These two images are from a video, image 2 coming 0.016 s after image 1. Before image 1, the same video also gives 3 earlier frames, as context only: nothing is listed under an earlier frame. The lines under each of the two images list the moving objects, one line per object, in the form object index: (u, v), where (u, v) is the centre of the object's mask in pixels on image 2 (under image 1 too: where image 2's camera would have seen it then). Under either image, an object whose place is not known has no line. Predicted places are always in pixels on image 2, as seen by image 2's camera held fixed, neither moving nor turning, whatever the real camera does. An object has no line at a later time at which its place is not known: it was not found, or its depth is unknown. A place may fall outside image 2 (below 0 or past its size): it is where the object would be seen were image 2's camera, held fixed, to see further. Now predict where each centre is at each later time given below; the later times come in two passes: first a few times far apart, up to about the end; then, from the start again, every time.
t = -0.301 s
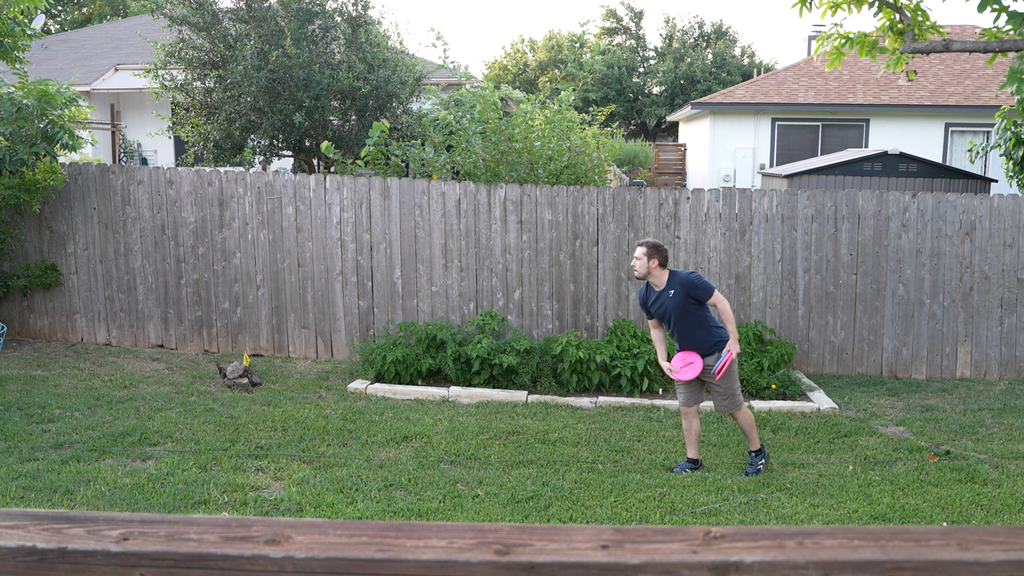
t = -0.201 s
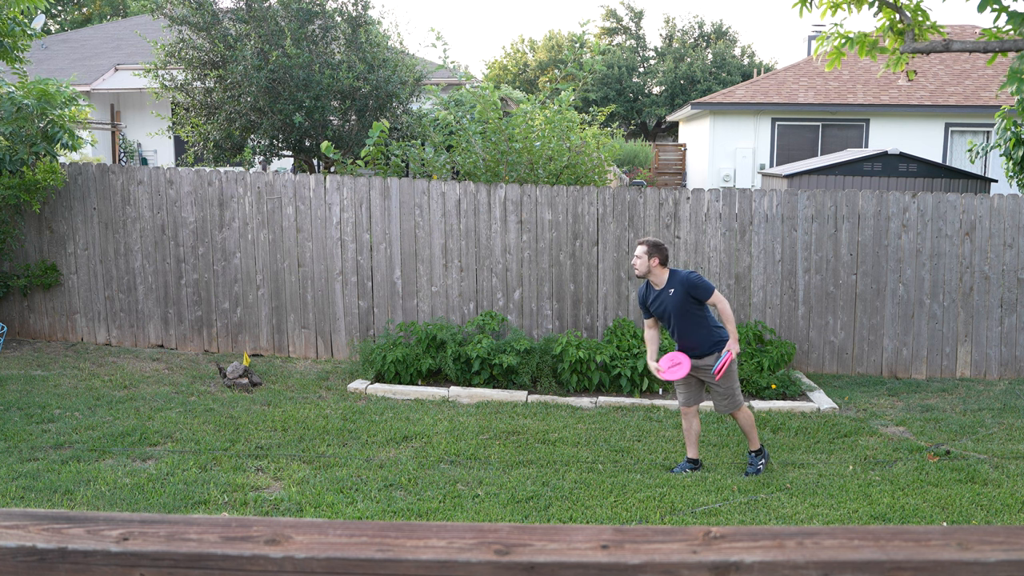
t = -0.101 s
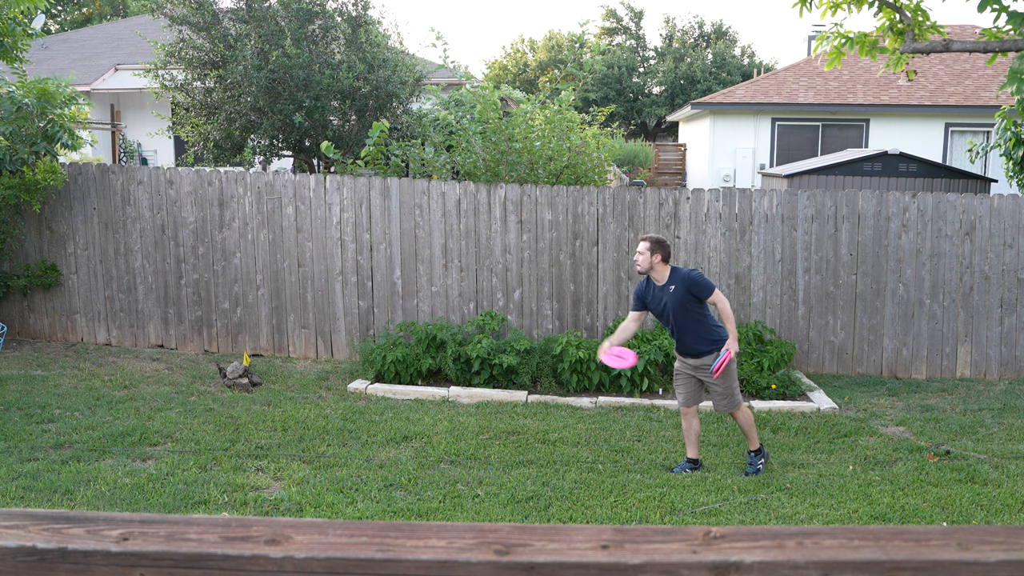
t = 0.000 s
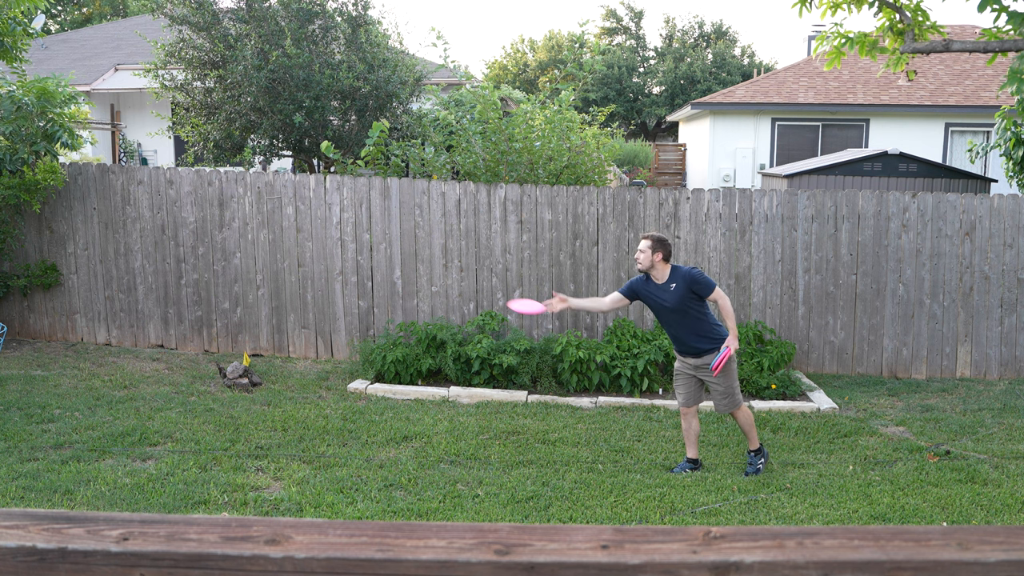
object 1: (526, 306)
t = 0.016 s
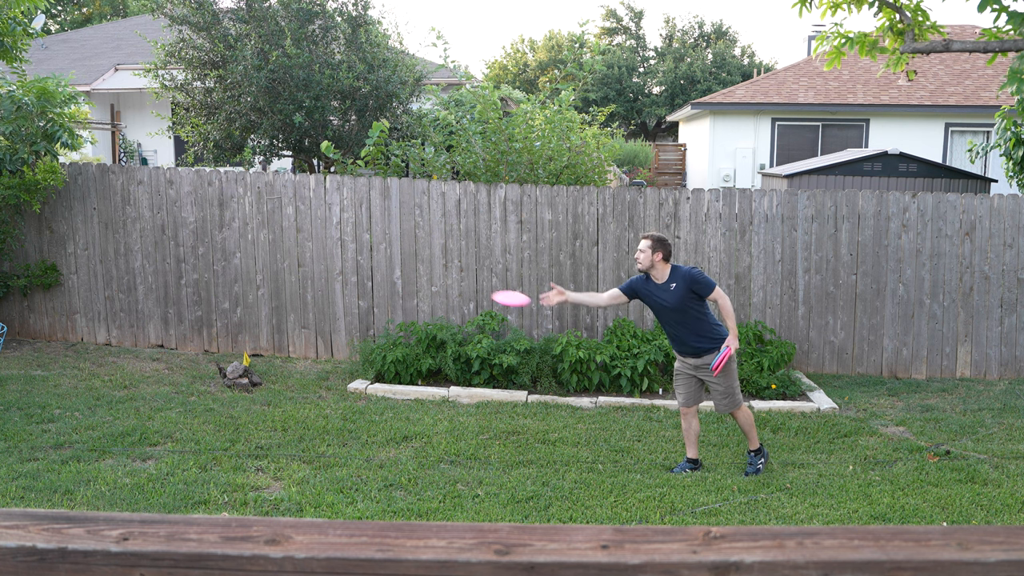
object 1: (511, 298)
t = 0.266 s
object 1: (281, 238)
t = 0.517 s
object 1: (69, 272)
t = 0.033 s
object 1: (495, 291)
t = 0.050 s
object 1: (480, 284)
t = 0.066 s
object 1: (464, 277)
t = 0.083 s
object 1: (448, 271)
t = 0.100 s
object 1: (433, 266)
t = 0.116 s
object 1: (417, 261)
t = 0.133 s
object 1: (402, 256)
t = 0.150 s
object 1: (386, 252)
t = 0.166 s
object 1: (371, 249)
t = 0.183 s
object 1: (356, 246)
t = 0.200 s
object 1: (340, 243)
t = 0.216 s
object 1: (325, 242)
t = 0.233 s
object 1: (310, 240)
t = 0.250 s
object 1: (295, 239)
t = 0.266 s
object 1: (281, 238)
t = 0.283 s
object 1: (265, 238)
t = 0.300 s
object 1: (251, 238)
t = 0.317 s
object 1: (236, 239)
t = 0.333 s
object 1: (222, 240)
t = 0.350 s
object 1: (207, 241)
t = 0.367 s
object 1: (193, 243)
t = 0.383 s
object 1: (179, 245)
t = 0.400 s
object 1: (165, 247)
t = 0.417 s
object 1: (151, 249)
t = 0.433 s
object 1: (137, 253)
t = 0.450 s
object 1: (123, 256)
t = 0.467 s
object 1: (110, 259)
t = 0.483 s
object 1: (96, 263)
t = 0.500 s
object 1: (83, 267)
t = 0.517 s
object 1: (69, 272)
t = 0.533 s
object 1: (56, 276)
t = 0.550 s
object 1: (43, 281)
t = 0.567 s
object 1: (30, 286)
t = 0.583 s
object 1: (18, 291)
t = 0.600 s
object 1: (10, 296)
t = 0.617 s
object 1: (5, 301)
